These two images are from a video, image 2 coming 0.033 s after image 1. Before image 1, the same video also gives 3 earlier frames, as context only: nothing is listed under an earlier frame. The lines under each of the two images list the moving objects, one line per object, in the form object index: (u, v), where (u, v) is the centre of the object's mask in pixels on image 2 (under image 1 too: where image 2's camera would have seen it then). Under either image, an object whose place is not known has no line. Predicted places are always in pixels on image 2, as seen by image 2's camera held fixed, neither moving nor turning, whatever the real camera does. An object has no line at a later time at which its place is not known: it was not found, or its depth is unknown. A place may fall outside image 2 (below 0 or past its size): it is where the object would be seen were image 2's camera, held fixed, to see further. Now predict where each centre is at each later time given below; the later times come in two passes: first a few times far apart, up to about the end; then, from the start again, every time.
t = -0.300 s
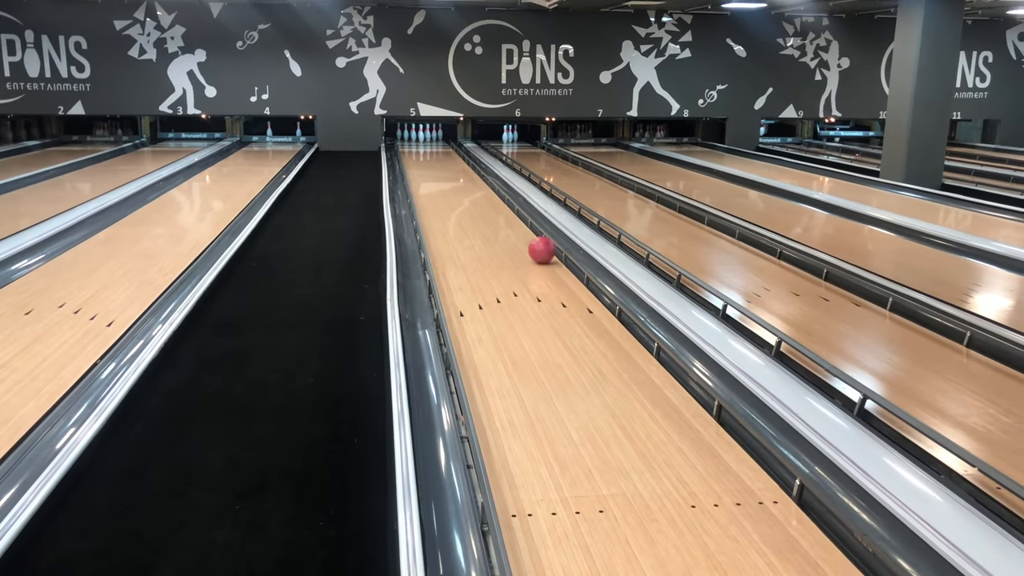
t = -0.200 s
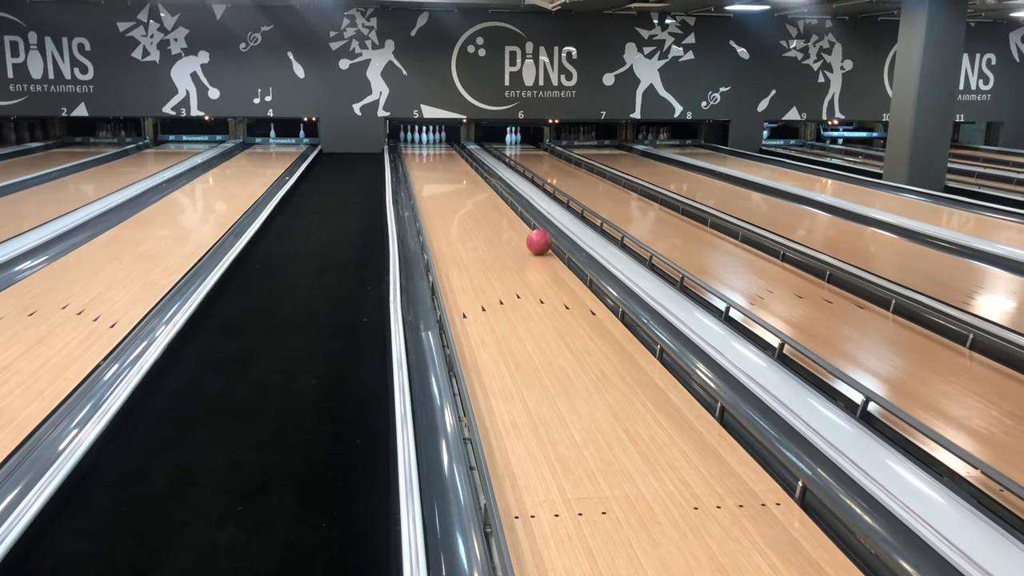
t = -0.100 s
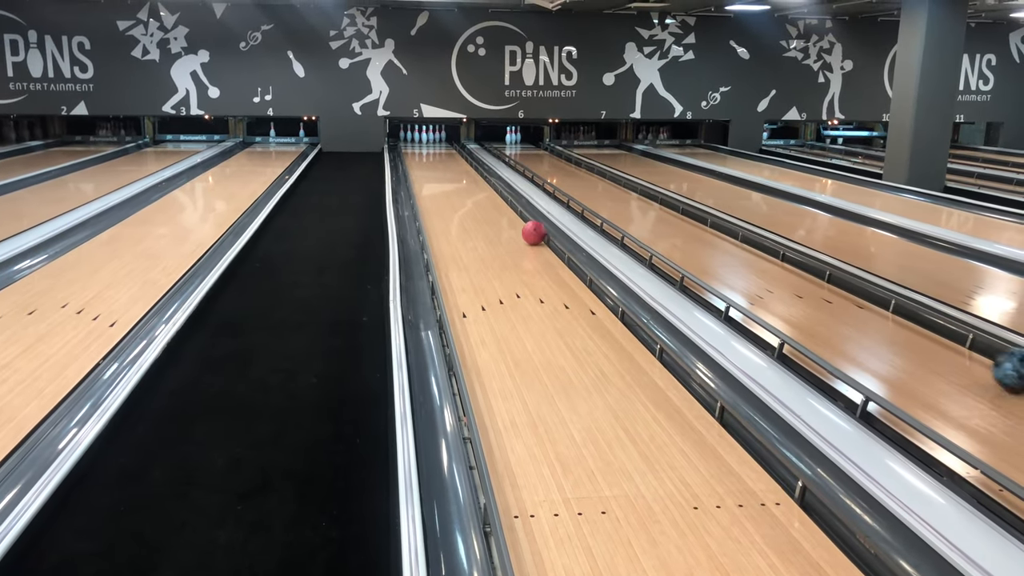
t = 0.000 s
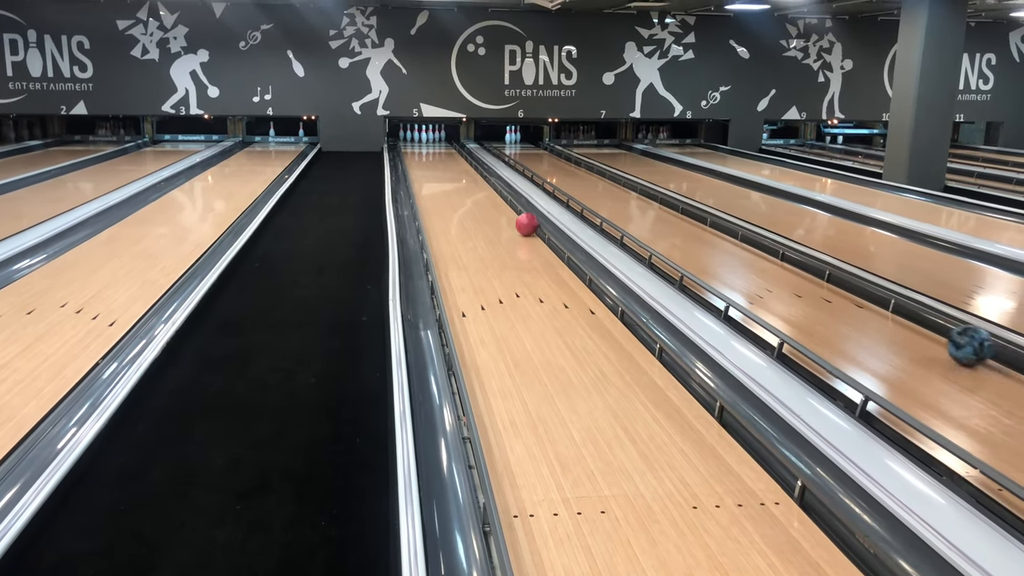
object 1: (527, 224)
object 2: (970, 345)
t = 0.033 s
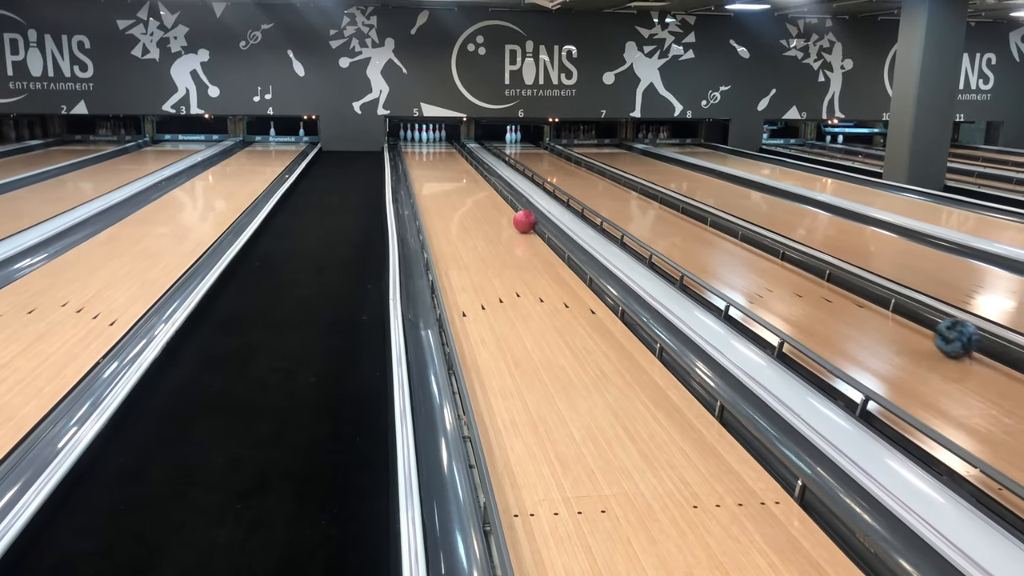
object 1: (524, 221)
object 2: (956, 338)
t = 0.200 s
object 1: (511, 211)
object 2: (897, 307)
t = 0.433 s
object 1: (495, 198)
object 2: (832, 275)
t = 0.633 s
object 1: (484, 189)
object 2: (781, 254)
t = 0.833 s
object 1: (474, 182)
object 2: (739, 238)
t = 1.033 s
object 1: (467, 175)
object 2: (705, 224)
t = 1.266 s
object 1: (460, 169)
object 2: (671, 211)
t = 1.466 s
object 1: (455, 164)
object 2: (649, 202)
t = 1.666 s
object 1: (450, 161)
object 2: (628, 194)
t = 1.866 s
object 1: (445, 157)
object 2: (610, 187)
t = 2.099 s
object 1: (440, 152)
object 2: (593, 180)
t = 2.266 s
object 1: (437, 150)
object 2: (582, 176)
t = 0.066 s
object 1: (521, 219)
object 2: (943, 331)
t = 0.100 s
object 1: (519, 217)
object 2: (930, 324)
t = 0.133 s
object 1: (516, 215)
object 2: (918, 319)
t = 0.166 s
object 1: (513, 213)
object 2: (907, 312)
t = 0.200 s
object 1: (511, 211)
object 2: (897, 307)
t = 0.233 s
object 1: (508, 209)
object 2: (887, 302)
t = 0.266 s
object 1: (506, 207)
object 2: (877, 297)
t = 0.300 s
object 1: (504, 205)
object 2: (868, 292)
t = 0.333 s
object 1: (501, 203)
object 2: (860, 288)
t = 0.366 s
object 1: (499, 202)
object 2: (851, 283)
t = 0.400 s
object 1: (497, 200)
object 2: (842, 279)
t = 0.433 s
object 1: (495, 198)
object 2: (832, 275)
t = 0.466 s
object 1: (493, 197)
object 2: (823, 271)
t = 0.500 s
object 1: (491, 196)
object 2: (814, 268)
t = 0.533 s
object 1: (489, 194)
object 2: (805, 264)
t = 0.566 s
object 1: (487, 192)
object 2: (797, 261)
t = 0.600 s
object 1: (486, 191)
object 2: (789, 258)
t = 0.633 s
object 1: (484, 189)
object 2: (781, 254)
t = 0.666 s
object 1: (482, 188)
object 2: (773, 251)
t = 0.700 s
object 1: (481, 187)
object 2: (766, 248)
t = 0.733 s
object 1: (479, 186)
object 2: (759, 246)
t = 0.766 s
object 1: (477, 184)
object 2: (751, 242)
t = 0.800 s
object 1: (476, 183)
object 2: (745, 240)
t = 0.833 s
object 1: (474, 182)
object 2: (739, 238)
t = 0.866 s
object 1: (473, 180)
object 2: (732, 235)
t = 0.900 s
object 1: (472, 179)
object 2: (727, 233)
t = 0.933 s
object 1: (471, 178)
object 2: (721, 230)
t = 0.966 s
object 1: (469, 177)
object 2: (715, 228)
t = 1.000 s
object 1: (468, 176)
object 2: (710, 226)
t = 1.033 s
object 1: (467, 175)
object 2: (705, 224)
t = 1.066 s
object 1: (466, 174)
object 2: (699, 222)
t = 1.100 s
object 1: (465, 173)
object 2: (695, 220)
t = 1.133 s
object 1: (464, 172)
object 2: (689, 218)
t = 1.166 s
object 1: (463, 171)
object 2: (684, 216)
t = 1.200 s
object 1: (462, 171)
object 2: (681, 215)
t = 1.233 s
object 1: (462, 170)
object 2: (676, 213)
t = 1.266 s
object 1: (460, 169)
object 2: (671, 211)
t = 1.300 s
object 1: (459, 168)
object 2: (668, 209)
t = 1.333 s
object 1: (459, 167)
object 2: (664, 208)
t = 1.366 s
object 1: (458, 167)
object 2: (660, 206)
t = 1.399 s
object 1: (457, 166)
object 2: (656, 205)
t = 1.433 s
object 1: (456, 165)
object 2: (652, 203)
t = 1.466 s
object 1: (455, 164)
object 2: (649, 202)
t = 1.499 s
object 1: (454, 164)
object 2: (645, 200)
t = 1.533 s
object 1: (453, 163)
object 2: (641, 199)
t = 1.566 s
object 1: (453, 162)
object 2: (639, 198)
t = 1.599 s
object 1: (452, 162)
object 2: (635, 196)
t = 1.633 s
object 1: (451, 161)
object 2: (632, 195)
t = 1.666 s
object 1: (450, 161)
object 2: (628, 194)
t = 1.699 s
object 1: (449, 160)
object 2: (625, 193)
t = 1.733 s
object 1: (448, 159)
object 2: (622, 192)
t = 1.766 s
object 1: (447, 158)
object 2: (619, 190)
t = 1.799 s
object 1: (446, 158)
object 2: (616, 189)
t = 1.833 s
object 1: (445, 157)
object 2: (613, 188)
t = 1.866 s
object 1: (445, 157)
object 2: (610, 187)
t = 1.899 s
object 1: (444, 156)
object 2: (608, 186)
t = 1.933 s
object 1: (443, 156)
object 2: (605, 185)
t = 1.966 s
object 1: (443, 155)
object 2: (603, 184)
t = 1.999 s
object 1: (442, 155)
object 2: (600, 183)
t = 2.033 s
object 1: (441, 154)
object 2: (597, 182)
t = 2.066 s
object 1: (440, 153)
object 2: (595, 181)
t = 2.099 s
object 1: (440, 152)
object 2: (593, 180)
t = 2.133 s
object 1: (439, 152)
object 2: (590, 179)
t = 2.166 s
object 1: (439, 152)
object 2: (588, 179)
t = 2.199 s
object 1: (438, 151)
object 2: (586, 178)
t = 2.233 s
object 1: (438, 150)
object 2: (584, 177)
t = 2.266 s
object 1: (437, 150)
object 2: (582, 176)
